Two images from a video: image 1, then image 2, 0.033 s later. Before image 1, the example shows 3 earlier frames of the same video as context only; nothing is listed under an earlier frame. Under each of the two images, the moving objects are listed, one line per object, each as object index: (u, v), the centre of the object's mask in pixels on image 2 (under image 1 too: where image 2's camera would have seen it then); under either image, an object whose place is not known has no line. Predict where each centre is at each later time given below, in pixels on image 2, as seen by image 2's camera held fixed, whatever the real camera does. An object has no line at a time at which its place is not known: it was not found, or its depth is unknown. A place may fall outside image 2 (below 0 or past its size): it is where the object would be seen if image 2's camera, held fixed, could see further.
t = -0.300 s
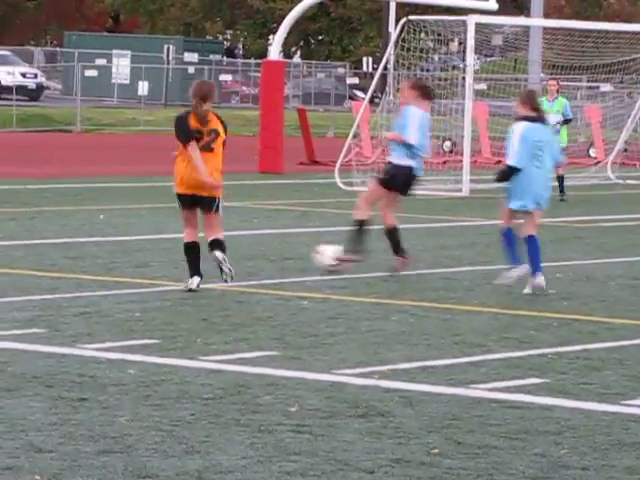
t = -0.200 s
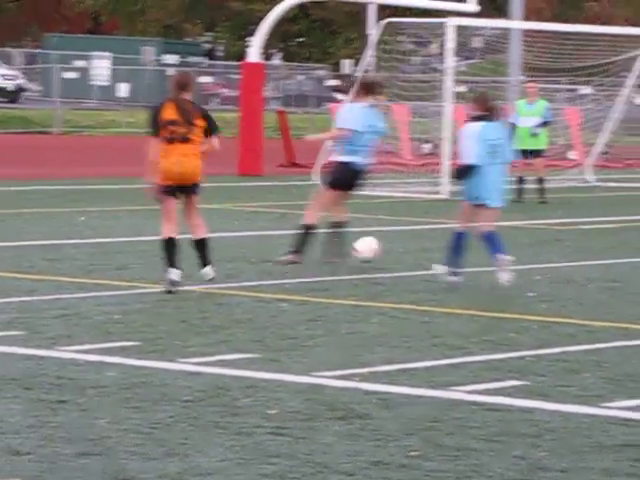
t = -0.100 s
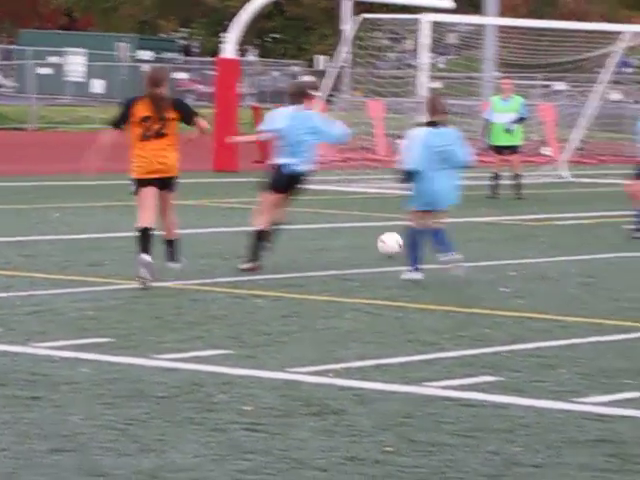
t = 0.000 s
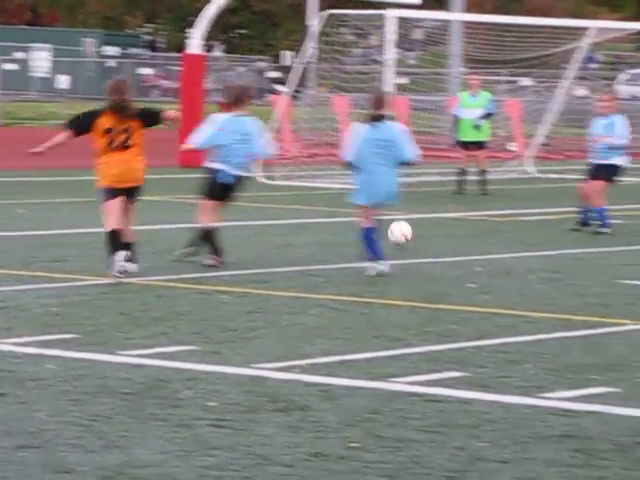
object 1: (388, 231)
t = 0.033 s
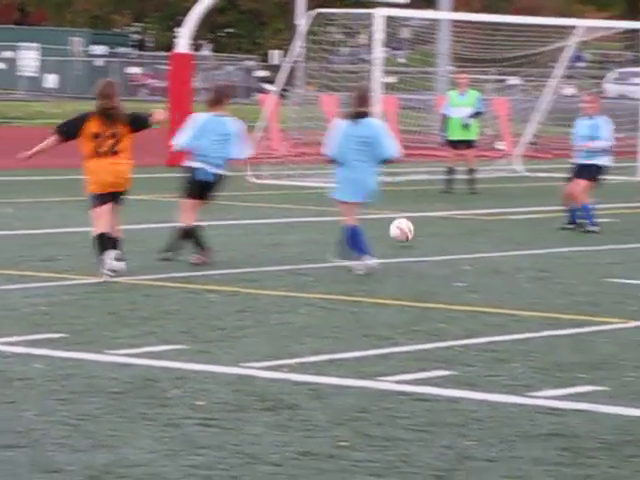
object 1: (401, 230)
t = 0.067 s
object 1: (413, 229)
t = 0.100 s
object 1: (426, 231)
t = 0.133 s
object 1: (436, 229)
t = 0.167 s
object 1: (447, 226)
